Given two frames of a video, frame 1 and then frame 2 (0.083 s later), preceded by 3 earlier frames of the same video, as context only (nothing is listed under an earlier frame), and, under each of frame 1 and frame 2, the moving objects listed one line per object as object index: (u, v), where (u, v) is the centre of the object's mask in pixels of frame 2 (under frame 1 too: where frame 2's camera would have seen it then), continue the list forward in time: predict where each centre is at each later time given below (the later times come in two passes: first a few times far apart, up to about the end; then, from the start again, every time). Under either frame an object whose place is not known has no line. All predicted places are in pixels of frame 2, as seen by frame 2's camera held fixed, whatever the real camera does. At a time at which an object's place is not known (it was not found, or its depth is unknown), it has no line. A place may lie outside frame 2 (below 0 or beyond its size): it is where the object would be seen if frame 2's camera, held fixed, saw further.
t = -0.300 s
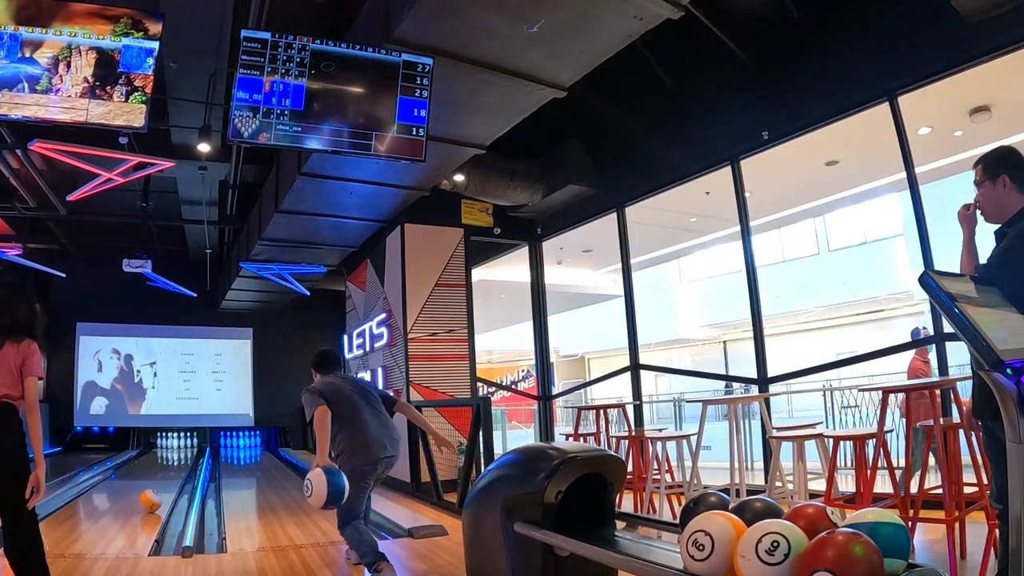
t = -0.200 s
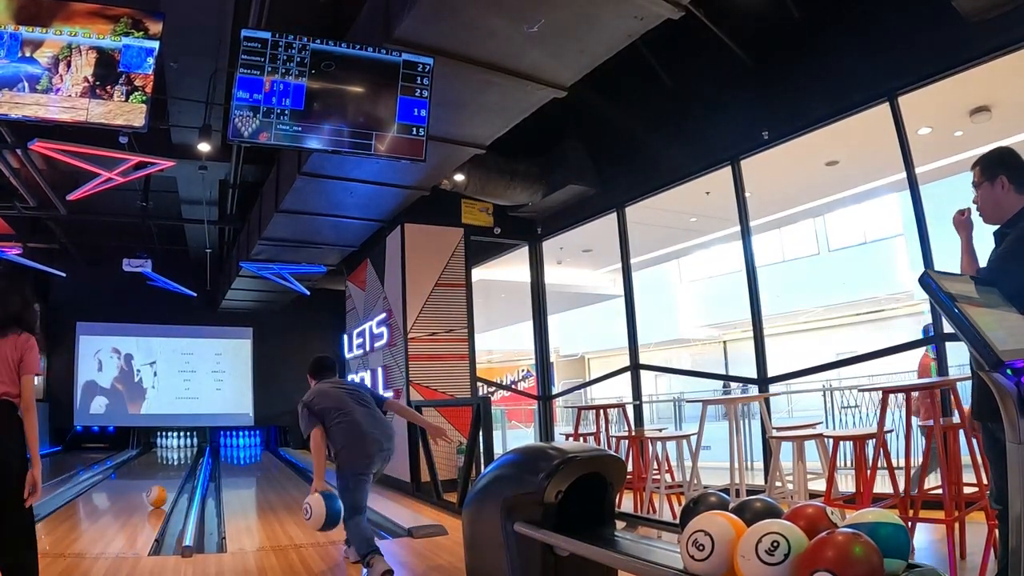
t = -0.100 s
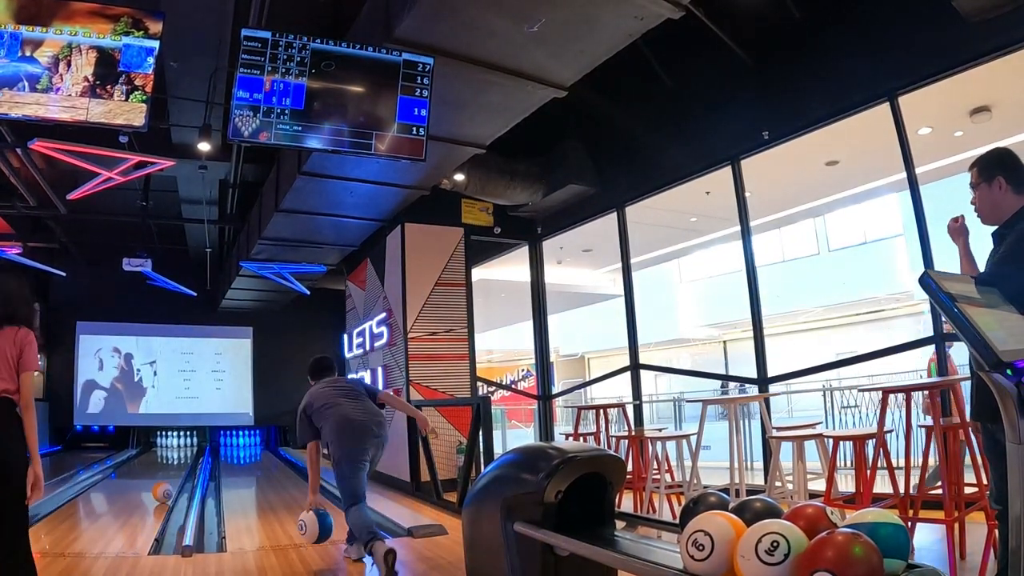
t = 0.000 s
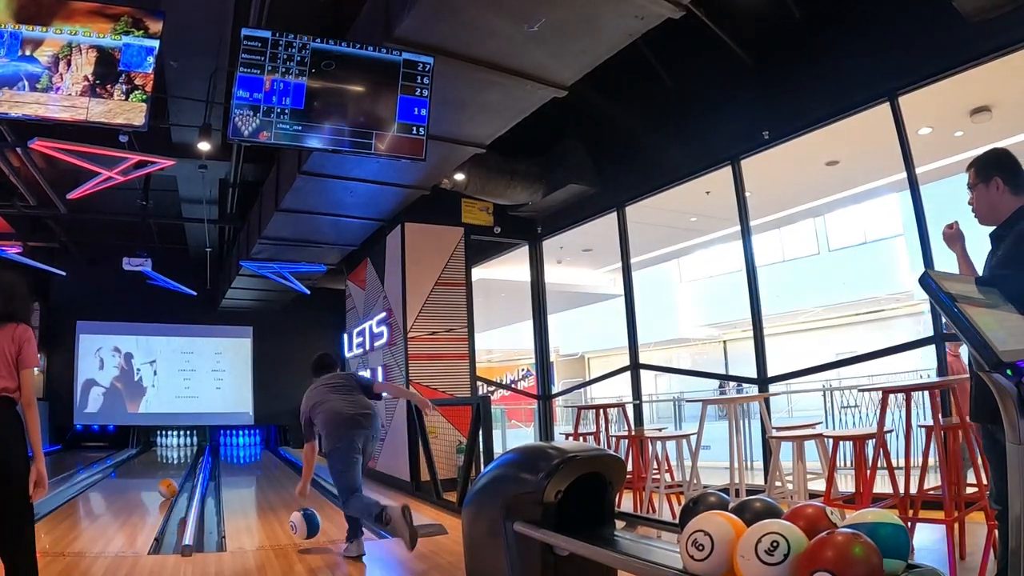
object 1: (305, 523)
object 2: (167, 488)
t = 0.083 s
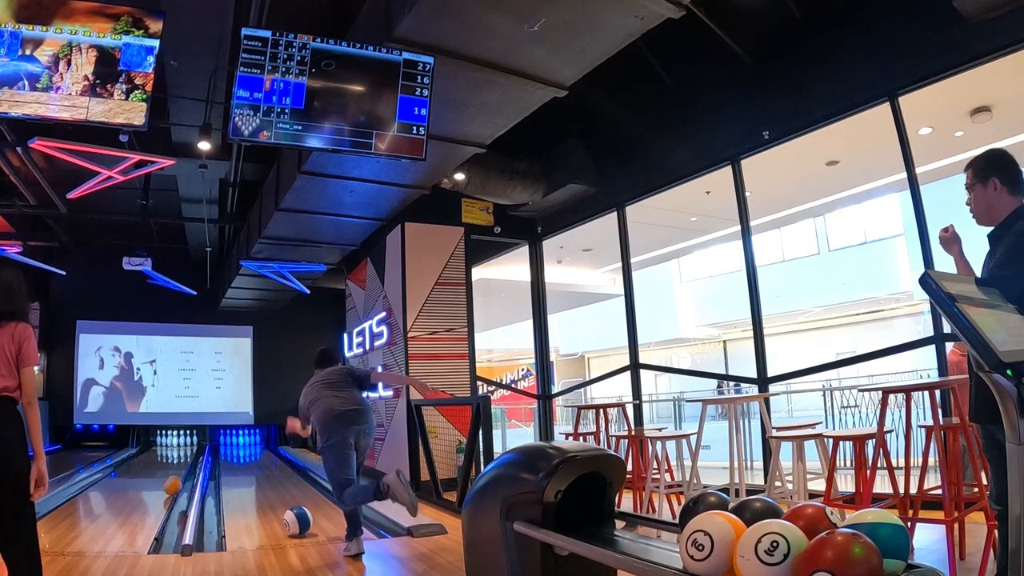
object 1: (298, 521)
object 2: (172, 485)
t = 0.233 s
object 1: (287, 506)
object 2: (180, 483)
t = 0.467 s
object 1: (275, 487)
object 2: (186, 479)
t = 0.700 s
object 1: (267, 476)
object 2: (189, 475)
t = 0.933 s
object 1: (262, 467)
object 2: (190, 471)
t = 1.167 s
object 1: (258, 462)
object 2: (192, 468)
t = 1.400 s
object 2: (194, 464)
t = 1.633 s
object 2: (195, 461)
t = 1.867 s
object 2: (196, 458)
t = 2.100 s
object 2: (196, 457)
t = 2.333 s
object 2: (197, 455)
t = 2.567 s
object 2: (197, 454)
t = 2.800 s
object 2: (198, 451)
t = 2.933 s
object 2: (199, 451)
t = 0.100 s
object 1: (296, 518)
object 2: (173, 484)
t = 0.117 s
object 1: (295, 516)
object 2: (173, 484)
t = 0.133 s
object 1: (293, 514)
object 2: (174, 483)
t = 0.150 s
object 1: (292, 513)
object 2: (175, 483)
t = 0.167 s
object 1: (291, 512)
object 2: (175, 483)
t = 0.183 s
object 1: (290, 510)
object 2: (176, 483)
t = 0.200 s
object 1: (289, 509)
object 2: (178, 482)
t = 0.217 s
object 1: (288, 507)
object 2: (179, 482)
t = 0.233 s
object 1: (287, 506)
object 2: (180, 483)
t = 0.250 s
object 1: (286, 504)
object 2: (181, 482)
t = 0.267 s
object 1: (285, 502)
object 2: (182, 482)
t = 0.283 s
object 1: (284, 501)
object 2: (183, 482)
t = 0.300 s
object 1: (283, 500)
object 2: (184, 483)
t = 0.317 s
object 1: (282, 498)
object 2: (186, 483)
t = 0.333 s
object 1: (281, 497)
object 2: (187, 483)
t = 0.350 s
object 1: (281, 495)
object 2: (187, 483)
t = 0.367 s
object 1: (280, 494)
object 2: (186, 482)
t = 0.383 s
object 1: (279, 493)
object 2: (186, 481)
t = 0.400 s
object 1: (278, 492)
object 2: (186, 481)
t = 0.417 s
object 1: (278, 491)
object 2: (186, 480)
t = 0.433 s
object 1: (277, 490)
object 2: (186, 480)
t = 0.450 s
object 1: (276, 489)
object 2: (186, 480)
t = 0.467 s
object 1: (275, 487)
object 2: (186, 479)
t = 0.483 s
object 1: (275, 487)
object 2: (187, 479)
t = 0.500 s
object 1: (274, 486)
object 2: (187, 479)
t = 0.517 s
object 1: (273, 485)
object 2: (188, 478)
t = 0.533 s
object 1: (273, 484)
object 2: (188, 478)
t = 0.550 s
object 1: (272, 483)
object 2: (188, 478)
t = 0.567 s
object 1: (271, 482)
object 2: (189, 478)
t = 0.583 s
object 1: (271, 481)
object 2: (189, 478)
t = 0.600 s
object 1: (270, 481)
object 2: (189, 477)
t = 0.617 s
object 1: (269, 479)
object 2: (189, 477)
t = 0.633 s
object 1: (269, 479)
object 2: (189, 476)
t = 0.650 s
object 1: (269, 478)
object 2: (189, 476)
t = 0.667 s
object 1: (268, 477)
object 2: (189, 476)
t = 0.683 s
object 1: (268, 477)
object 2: (189, 475)
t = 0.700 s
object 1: (267, 476)
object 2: (189, 475)
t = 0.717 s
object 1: (267, 475)
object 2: (189, 475)
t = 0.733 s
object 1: (267, 475)
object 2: (190, 474)
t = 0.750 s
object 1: (266, 474)
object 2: (190, 474)
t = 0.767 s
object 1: (266, 473)
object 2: (190, 474)
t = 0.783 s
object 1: (265, 473)
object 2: (190, 474)
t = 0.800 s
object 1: (265, 472)
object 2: (190, 473)
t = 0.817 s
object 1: (264, 472)
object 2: (190, 473)
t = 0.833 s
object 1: (264, 471)
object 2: (190, 473)
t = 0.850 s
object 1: (264, 470)
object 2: (190, 473)
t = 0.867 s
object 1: (263, 470)
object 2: (190, 472)
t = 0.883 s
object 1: (263, 469)
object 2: (191, 472)
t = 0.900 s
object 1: (263, 469)
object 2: (191, 471)
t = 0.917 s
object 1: (263, 468)
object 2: (191, 471)
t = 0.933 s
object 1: (262, 467)
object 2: (190, 471)
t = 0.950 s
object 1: (262, 467)
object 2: (191, 471)
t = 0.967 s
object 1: (262, 467)
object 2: (190, 471)
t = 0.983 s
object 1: (261, 466)
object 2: (191, 470)
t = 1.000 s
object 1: (261, 466)
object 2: (192, 470)
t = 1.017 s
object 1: (261, 465)
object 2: (192, 470)
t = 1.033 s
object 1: (261, 465)
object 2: (192, 469)
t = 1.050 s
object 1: (260, 465)
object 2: (192, 469)
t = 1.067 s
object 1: (260, 464)
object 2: (192, 469)
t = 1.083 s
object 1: (260, 464)
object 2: (192, 469)
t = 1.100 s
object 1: (259, 463)
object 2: (192, 469)
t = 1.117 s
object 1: (259, 463)
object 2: (192, 469)
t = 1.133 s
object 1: (259, 463)
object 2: (192, 469)
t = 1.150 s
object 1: (259, 462)
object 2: (192, 468)
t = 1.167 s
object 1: (258, 462)
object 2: (192, 468)
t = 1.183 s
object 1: (258, 461)
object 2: (192, 467)
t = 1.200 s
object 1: (258, 461)
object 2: (193, 467)
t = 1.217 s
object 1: (258, 461)
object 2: (192, 467)
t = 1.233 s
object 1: (257, 461)
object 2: (193, 467)
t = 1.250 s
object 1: (257, 460)
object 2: (193, 467)
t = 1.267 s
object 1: (257, 460)
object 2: (193, 467)
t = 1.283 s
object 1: (257, 460)
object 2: (193, 466)
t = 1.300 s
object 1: (257, 459)
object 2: (193, 466)
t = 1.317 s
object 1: (256, 459)
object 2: (193, 466)
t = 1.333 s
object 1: (256, 459)
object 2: (193, 465)
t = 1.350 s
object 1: (256, 459)
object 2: (193, 465)
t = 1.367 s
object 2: (193, 465)
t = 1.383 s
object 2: (194, 465)
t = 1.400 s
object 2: (194, 464)
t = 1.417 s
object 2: (194, 464)
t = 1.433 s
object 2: (194, 464)
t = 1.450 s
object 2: (194, 464)
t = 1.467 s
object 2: (194, 463)
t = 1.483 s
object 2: (194, 464)
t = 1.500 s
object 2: (194, 463)
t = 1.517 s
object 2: (194, 463)
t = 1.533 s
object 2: (195, 463)
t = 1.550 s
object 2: (194, 463)
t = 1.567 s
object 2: (195, 462)
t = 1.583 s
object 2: (195, 462)
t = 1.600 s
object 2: (195, 462)
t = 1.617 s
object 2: (195, 462)
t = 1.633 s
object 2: (195, 461)
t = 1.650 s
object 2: (195, 461)
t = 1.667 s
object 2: (195, 461)
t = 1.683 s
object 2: (195, 461)
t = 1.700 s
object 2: (195, 460)
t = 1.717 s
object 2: (195, 460)
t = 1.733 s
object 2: (195, 460)
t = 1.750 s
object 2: (195, 460)
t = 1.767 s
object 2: (195, 459)
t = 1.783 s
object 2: (195, 460)
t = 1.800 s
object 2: (195, 459)
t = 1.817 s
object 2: (195, 459)
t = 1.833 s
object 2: (196, 459)
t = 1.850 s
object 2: (196, 459)
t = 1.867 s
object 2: (196, 458)
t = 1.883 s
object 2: (196, 458)
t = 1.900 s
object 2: (196, 458)
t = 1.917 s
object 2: (196, 458)
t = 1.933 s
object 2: (196, 458)
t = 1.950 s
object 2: (196, 458)
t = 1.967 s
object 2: (196, 459)
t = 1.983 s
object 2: (196, 458)
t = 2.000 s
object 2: (196, 458)
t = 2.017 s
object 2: (196, 457)
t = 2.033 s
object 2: (196, 457)
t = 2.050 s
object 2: (196, 457)
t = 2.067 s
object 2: (196, 457)
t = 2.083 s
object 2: (196, 457)
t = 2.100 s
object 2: (196, 457)
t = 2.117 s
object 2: (196, 457)
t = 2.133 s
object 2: (196, 456)
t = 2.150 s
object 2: (196, 456)
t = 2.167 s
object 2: (196, 456)
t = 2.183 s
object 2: (196, 456)
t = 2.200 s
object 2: (196, 456)
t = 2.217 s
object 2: (197, 456)
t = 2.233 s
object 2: (197, 456)
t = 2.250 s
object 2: (197, 455)
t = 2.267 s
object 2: (197, 455)
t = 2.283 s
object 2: (197, 455)
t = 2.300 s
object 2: (197, 455)
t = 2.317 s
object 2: (197, 455)
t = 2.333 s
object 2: (197, 455)
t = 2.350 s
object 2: (197, 455)
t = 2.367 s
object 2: (197, 455)
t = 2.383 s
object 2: (197, 454)
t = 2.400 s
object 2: (197, 454)
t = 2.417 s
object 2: (197, 454)
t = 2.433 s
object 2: (197, 454)
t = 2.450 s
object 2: (197, 454)
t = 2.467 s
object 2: (197, 454)
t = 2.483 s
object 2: (197, 454)
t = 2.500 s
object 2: (198, 453)
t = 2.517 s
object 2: (198, 453)
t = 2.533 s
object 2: (198, 453)
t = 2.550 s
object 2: (197, 453)
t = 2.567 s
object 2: (197, 454)
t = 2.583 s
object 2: (198, 453)
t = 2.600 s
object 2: (198, 453)
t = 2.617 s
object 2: (198, 453)
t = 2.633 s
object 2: (198, 453)
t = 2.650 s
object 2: (198, 453)
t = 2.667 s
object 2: (198, 453)
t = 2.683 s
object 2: (198, 452)
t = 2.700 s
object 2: (198, 452)
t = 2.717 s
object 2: (198, 452)
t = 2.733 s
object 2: (198, 452)
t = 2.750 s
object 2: (198, 452)
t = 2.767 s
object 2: (198, 452)
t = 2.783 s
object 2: (198, 452)
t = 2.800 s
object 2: (198, 451)
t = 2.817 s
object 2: (198, 451)
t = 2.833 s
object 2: (198, 451)
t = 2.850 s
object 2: (199, 451)
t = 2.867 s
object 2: (198, 451)
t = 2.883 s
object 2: (198, 451)
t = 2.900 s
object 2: (199, 451)
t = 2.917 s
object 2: (199, 451)
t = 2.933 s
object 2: (199, 451)
